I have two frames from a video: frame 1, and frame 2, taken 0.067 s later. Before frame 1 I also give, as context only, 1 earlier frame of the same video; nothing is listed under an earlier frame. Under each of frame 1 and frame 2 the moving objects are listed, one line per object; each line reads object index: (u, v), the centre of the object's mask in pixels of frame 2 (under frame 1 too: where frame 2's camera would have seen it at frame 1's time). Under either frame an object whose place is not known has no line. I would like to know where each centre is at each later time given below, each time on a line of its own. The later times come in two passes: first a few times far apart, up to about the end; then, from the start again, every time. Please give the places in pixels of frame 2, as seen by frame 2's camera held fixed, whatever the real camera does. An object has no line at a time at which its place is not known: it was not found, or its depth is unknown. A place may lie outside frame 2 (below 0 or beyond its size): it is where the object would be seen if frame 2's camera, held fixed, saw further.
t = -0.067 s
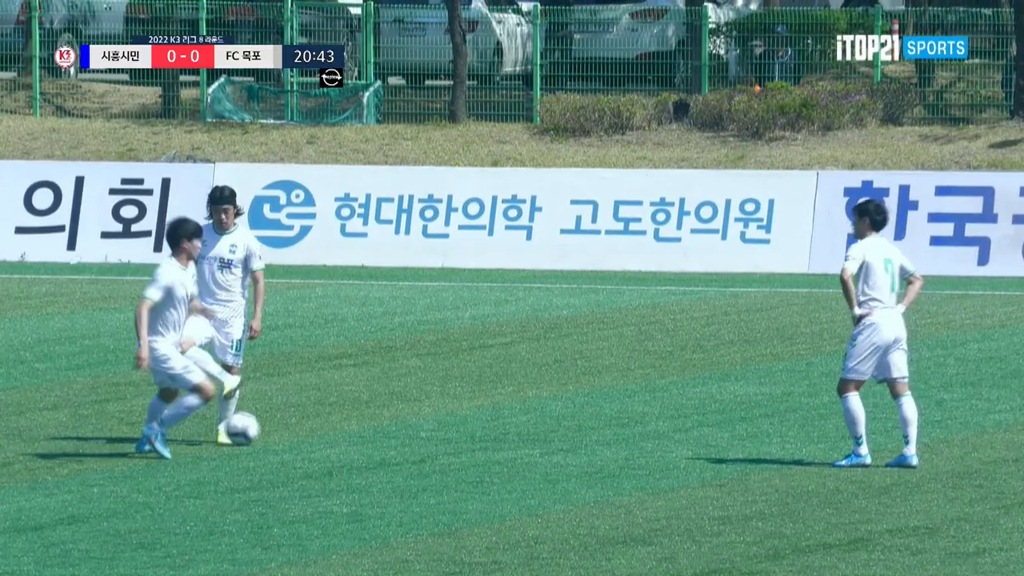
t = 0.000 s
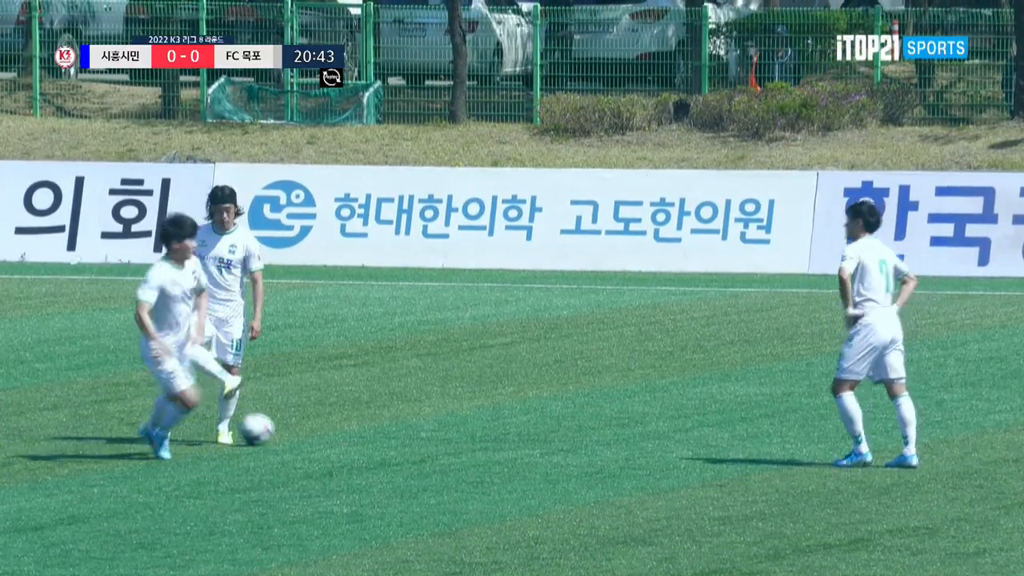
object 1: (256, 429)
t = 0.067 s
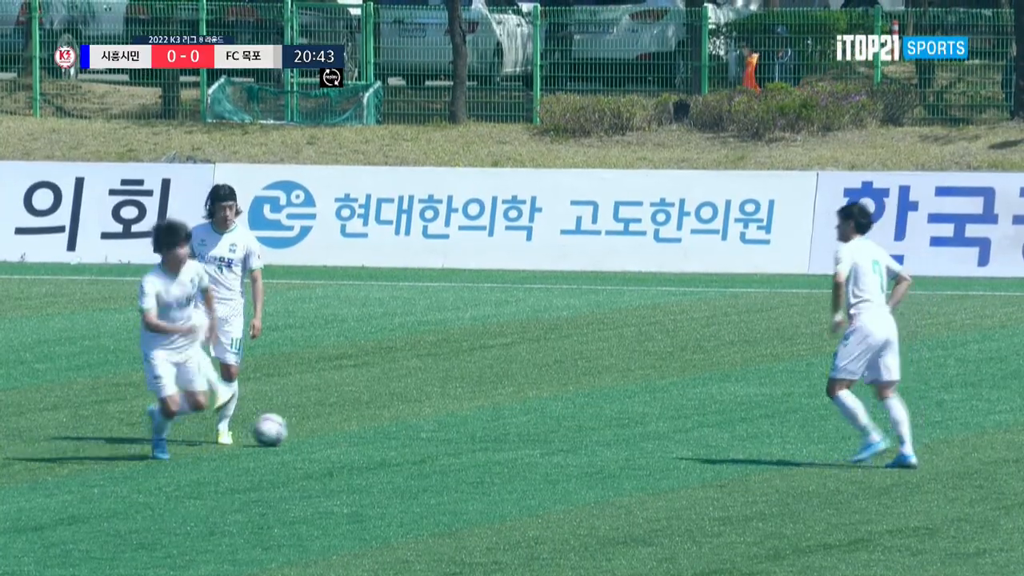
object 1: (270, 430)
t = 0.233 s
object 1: (302, 430)
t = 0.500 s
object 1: (350, 432)
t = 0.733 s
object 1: (388, 433)
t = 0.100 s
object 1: (276, 430)
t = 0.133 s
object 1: (283, 430)
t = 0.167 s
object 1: (290, 430)
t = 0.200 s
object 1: (296, 430)
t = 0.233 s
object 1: (302, 430)
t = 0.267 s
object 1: (309, 430)
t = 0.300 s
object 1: (314, 431)
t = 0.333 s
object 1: (321, 431)
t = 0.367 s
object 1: (328, 431)
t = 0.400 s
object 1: (333, 431)
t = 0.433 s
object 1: (339, 431)
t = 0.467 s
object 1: (345, 431)
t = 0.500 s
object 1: (350, 432)
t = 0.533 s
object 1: (356, 432)
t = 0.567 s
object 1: (362, 432)
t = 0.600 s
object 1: (366, 432)
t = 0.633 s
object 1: (372, 432)
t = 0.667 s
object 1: (377, 433)
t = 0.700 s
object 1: (382, 432)
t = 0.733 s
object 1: (388, 433)
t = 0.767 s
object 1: (393, 433)
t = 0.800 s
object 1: (398, 433)
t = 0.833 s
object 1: (404, 433)
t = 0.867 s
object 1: (408, 433)
